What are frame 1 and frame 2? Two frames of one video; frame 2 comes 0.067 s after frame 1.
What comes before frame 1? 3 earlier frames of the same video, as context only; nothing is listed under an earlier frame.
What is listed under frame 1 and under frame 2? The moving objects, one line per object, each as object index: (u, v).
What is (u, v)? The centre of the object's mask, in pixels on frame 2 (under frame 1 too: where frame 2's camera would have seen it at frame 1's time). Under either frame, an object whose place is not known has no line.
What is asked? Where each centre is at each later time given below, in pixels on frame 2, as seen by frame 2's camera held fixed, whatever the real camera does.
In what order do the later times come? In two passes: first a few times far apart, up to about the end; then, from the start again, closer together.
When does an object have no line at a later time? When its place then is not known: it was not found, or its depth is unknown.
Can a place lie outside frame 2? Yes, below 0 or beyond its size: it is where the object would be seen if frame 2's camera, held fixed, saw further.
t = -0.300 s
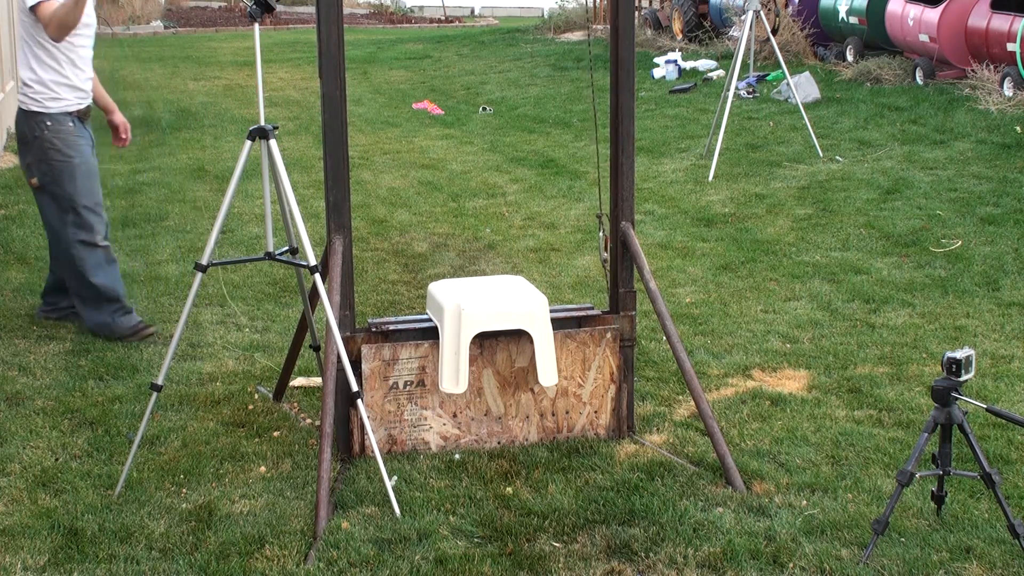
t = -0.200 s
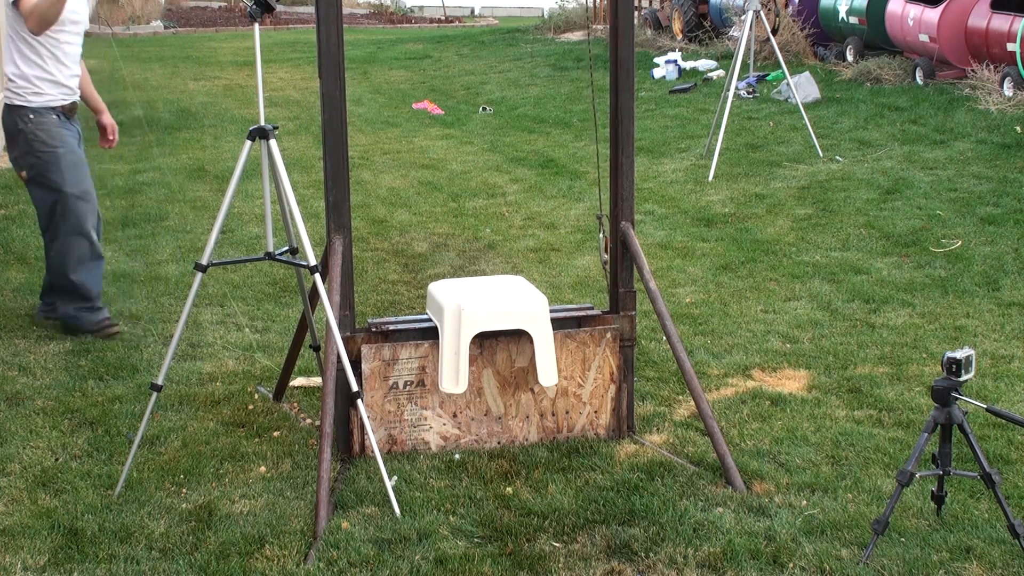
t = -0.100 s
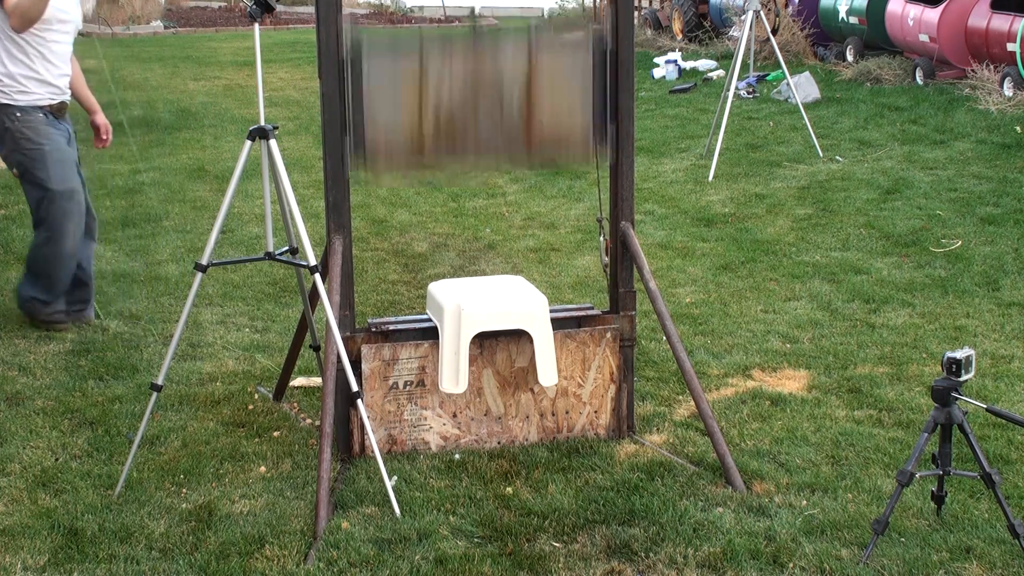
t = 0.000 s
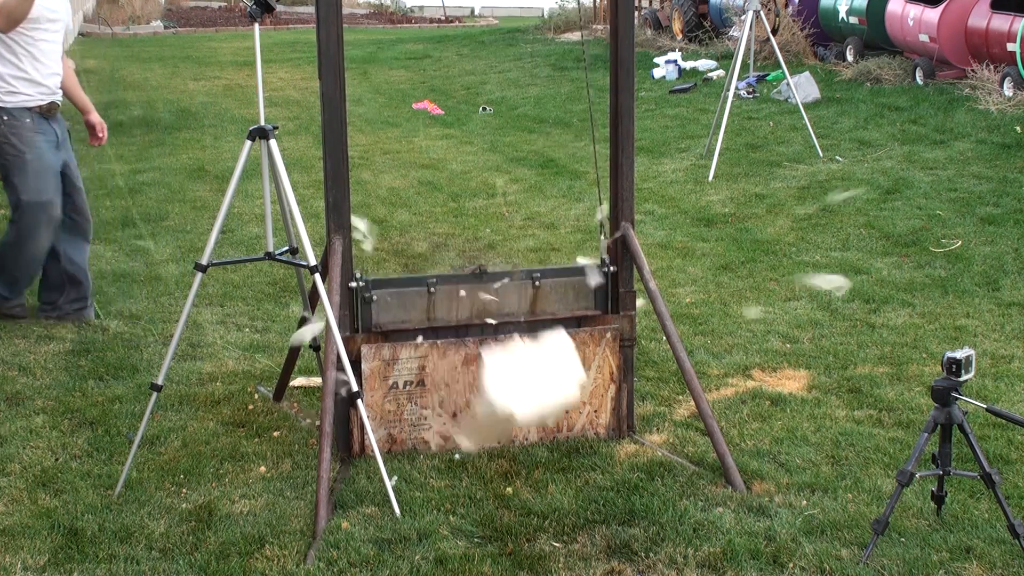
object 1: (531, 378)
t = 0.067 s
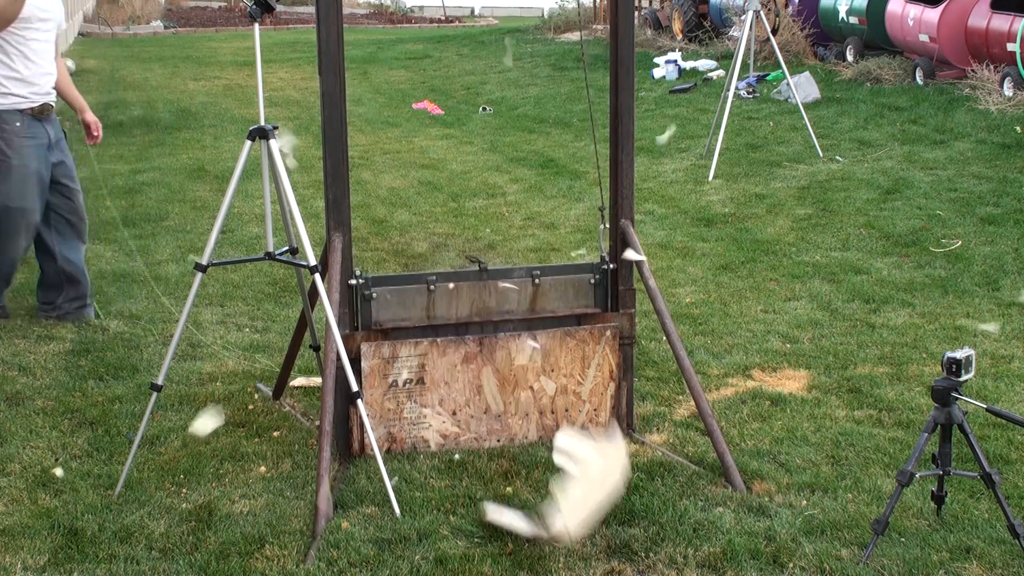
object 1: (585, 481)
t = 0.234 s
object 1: (664, 502)
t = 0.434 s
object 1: (763, 536)
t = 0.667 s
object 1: (870, 532)
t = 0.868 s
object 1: (896, 535)
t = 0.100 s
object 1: (593, 500)
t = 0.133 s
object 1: (613, 484)
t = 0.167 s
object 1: (633, 489)
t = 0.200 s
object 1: (648, 498)
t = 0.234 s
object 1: (664, 502)
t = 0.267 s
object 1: (687, 501)
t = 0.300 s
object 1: (711, 509)
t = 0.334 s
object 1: (734, 533)
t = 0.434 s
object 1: (763, 536)
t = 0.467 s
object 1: (784, 526)
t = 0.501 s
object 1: (802, 521)
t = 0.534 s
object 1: (820, 521)
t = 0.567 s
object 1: (837, 524)
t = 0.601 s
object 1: (852, 527)
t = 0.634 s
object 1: (862, 530)
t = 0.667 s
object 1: (870, 532)
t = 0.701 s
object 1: (876, 534)
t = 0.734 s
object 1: (880, 536)
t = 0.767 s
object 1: (883, 537)
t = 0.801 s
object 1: (887, 537)
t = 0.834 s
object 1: (891, 536)
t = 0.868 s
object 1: (896, 535)
